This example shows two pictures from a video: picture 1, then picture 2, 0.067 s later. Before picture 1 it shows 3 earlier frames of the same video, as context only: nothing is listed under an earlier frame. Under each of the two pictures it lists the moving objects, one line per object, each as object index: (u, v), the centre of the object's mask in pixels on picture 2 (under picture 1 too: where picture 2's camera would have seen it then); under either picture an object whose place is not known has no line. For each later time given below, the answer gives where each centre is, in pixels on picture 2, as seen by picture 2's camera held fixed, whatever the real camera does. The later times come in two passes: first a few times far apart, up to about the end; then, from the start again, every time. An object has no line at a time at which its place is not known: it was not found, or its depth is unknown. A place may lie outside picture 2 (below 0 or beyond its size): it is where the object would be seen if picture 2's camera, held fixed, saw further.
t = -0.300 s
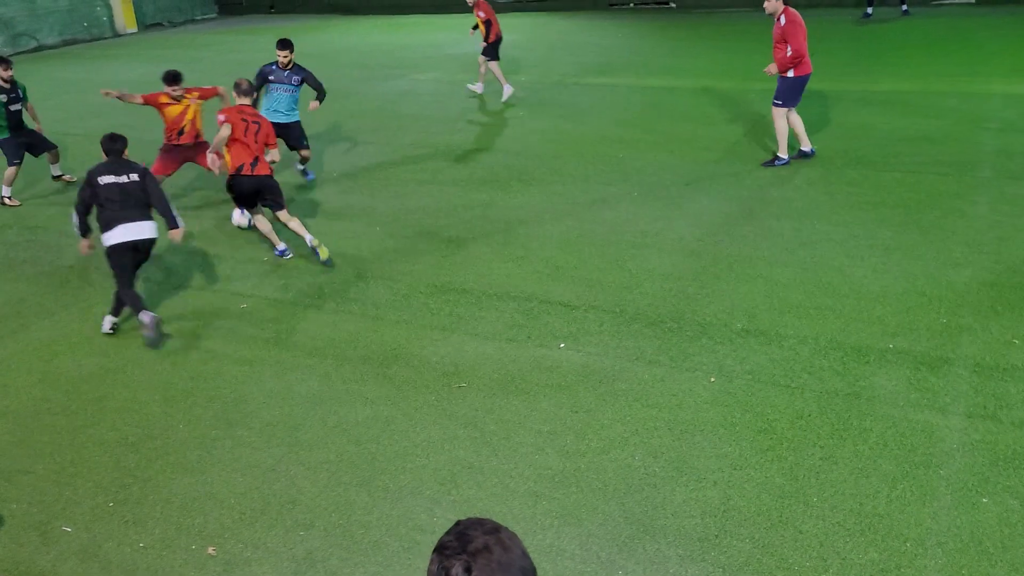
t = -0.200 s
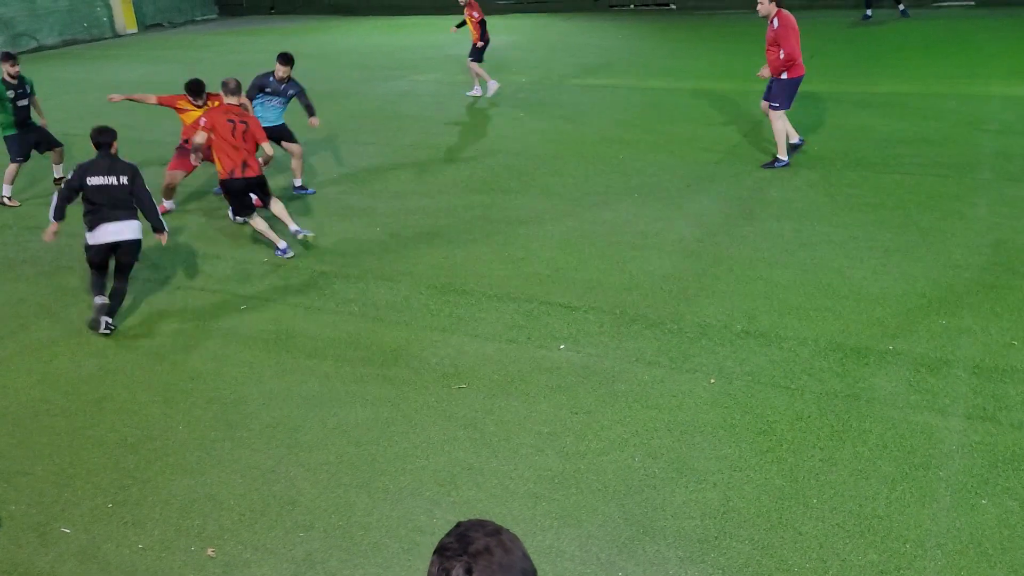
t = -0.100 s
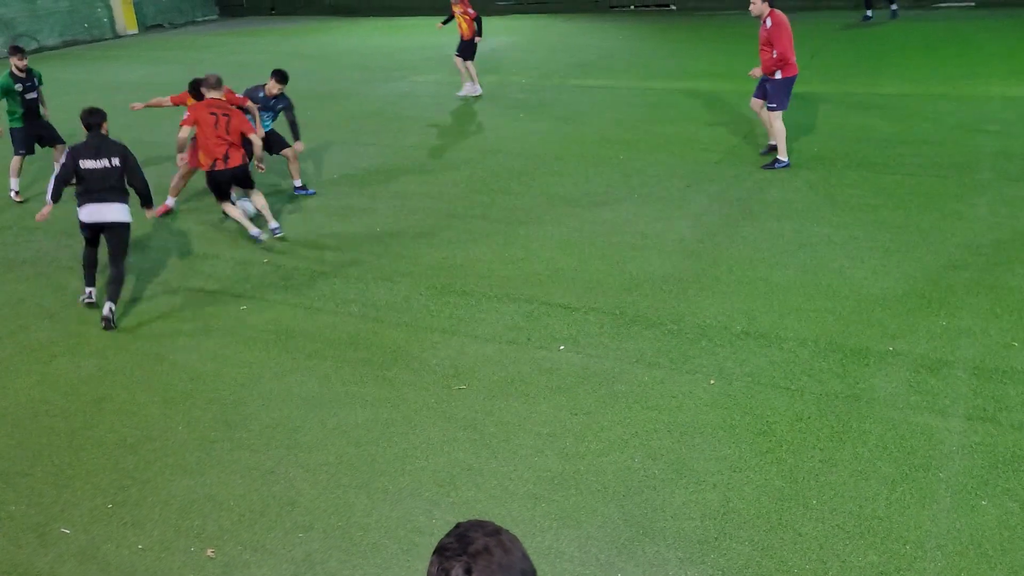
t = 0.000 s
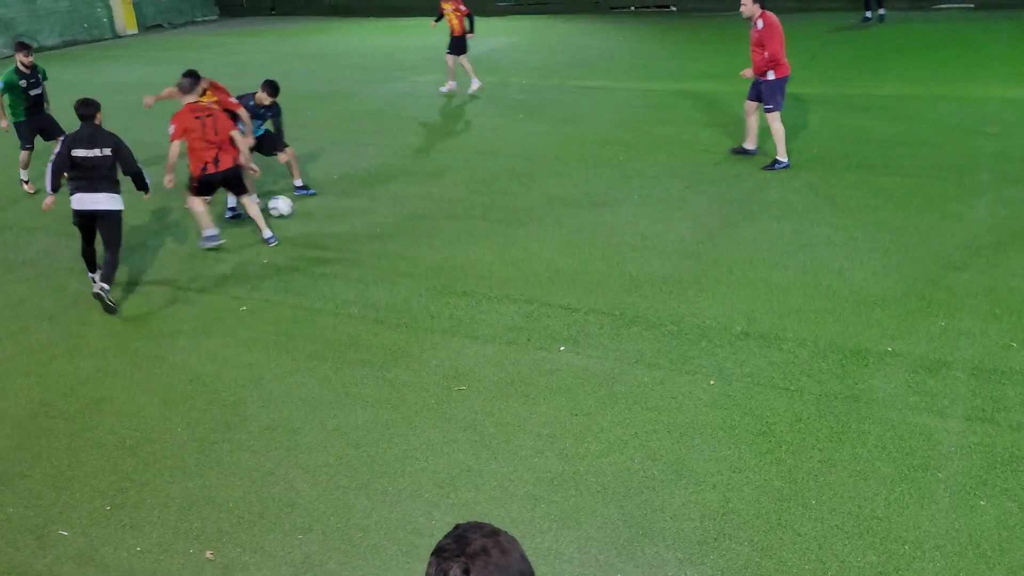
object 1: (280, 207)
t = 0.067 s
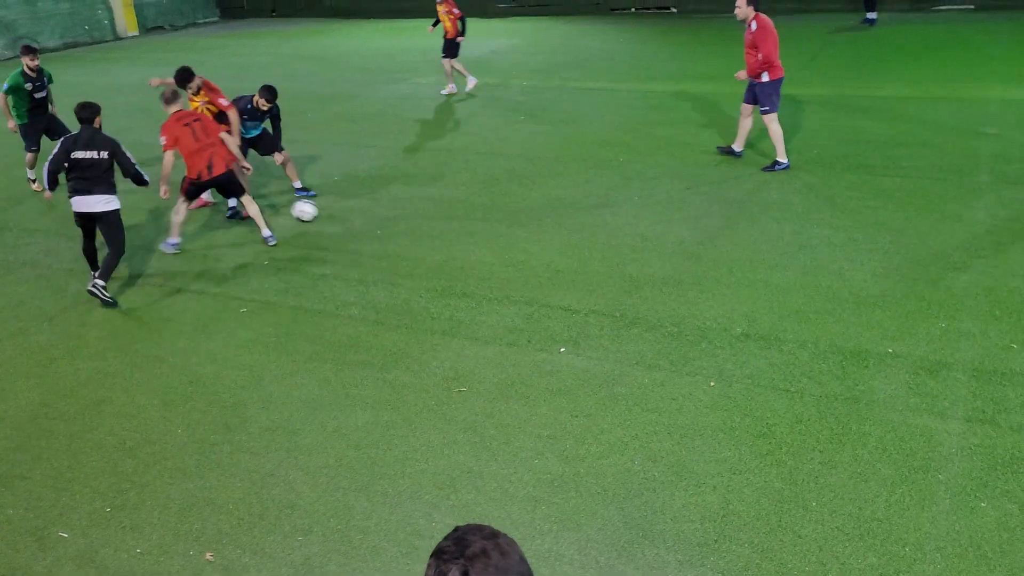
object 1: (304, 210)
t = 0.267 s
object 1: (373, 210)
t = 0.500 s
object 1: (455, 210)
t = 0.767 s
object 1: (546, 208)
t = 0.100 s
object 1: (316, 210)
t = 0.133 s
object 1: (327, 208)
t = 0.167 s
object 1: (339, 208)
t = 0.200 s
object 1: (351, 209)
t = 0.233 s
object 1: (362, 210)
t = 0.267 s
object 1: (373, 210)
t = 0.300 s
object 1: (385, 209)
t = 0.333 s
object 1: (397, 210)
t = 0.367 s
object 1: (409, 210)
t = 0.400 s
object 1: (420, 210)
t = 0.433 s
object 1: (432, 210)
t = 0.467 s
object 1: (444, 210)
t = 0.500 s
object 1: (455, 210)
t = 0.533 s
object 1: (467, 209)
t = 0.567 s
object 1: (478, 209)
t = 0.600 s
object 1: (490, 209)
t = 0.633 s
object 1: (501, 209)
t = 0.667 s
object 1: (512, 208)
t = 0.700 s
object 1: (524, 209)
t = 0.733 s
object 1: (535, 208)
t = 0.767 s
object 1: (546, 208)
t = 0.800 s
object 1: (558, 208)
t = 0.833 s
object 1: (569, 208)
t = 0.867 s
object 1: (581, 208)
